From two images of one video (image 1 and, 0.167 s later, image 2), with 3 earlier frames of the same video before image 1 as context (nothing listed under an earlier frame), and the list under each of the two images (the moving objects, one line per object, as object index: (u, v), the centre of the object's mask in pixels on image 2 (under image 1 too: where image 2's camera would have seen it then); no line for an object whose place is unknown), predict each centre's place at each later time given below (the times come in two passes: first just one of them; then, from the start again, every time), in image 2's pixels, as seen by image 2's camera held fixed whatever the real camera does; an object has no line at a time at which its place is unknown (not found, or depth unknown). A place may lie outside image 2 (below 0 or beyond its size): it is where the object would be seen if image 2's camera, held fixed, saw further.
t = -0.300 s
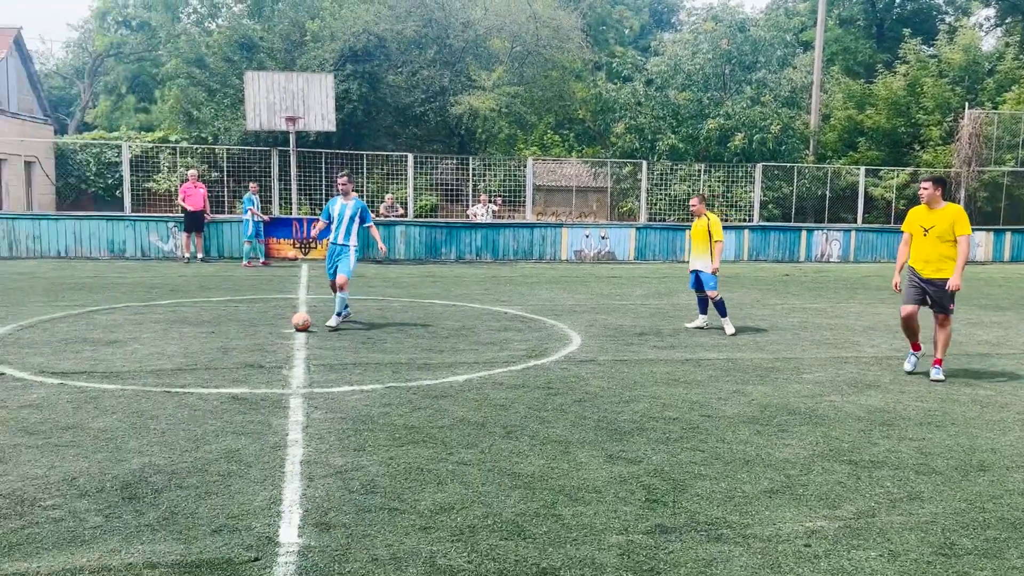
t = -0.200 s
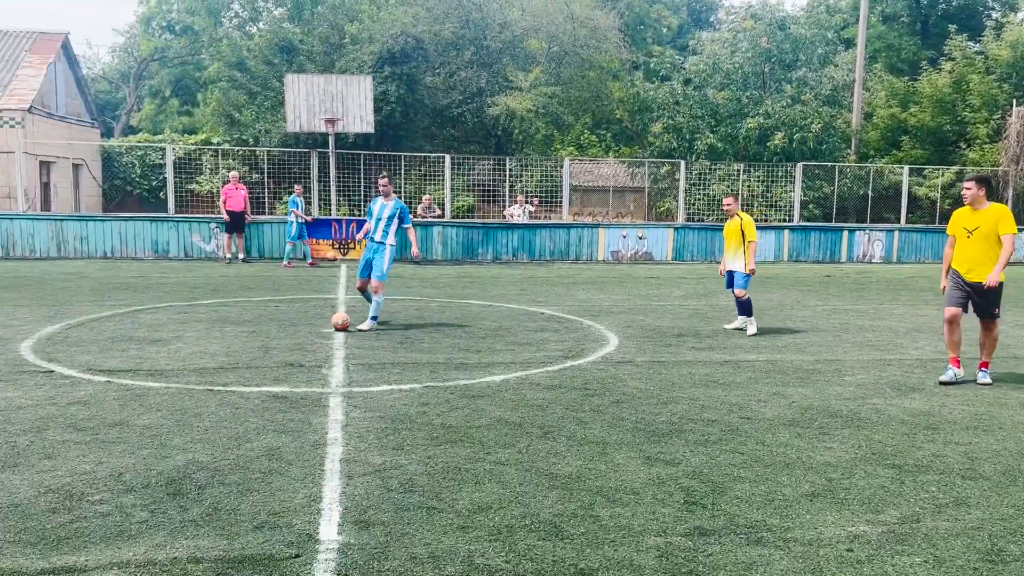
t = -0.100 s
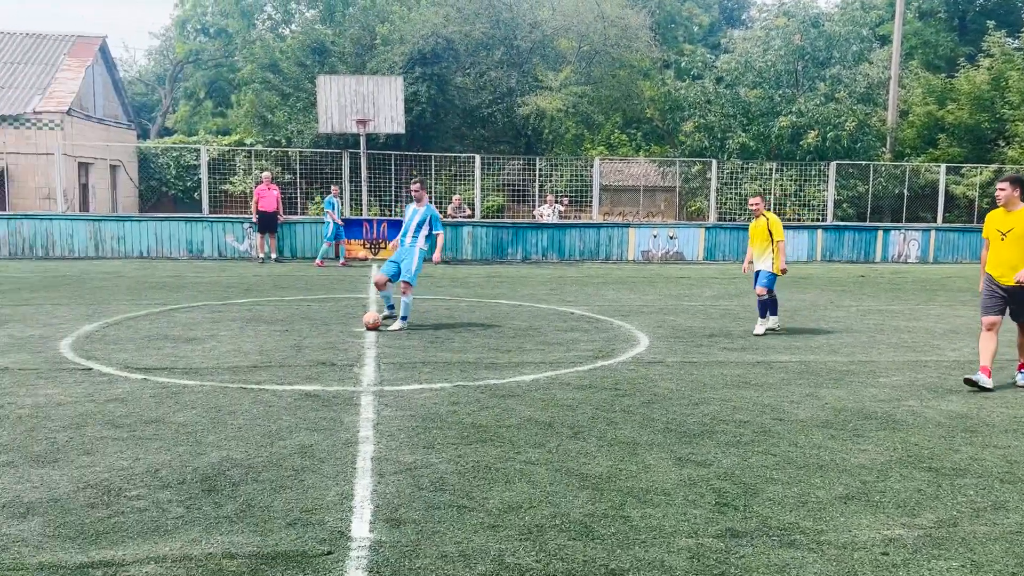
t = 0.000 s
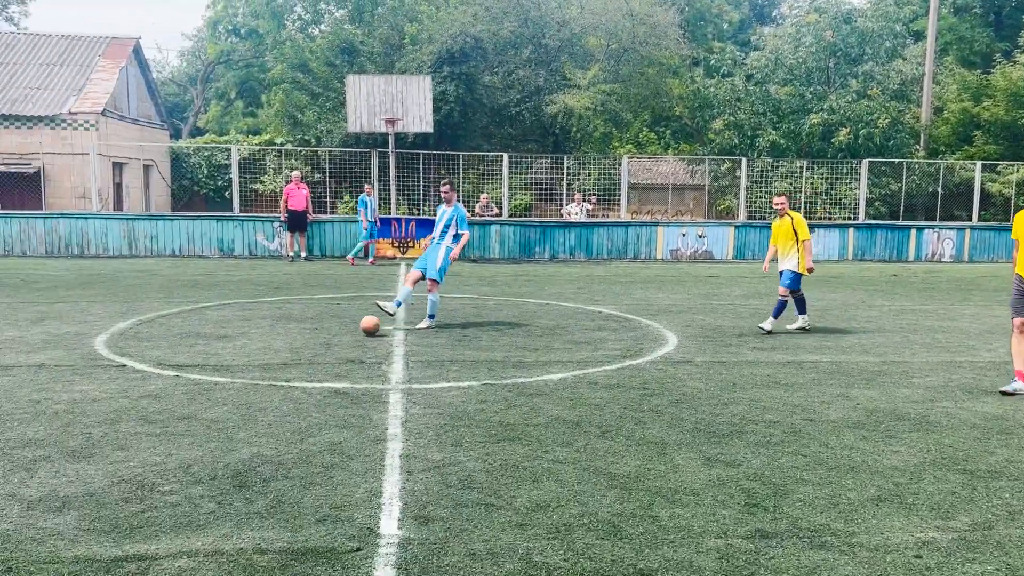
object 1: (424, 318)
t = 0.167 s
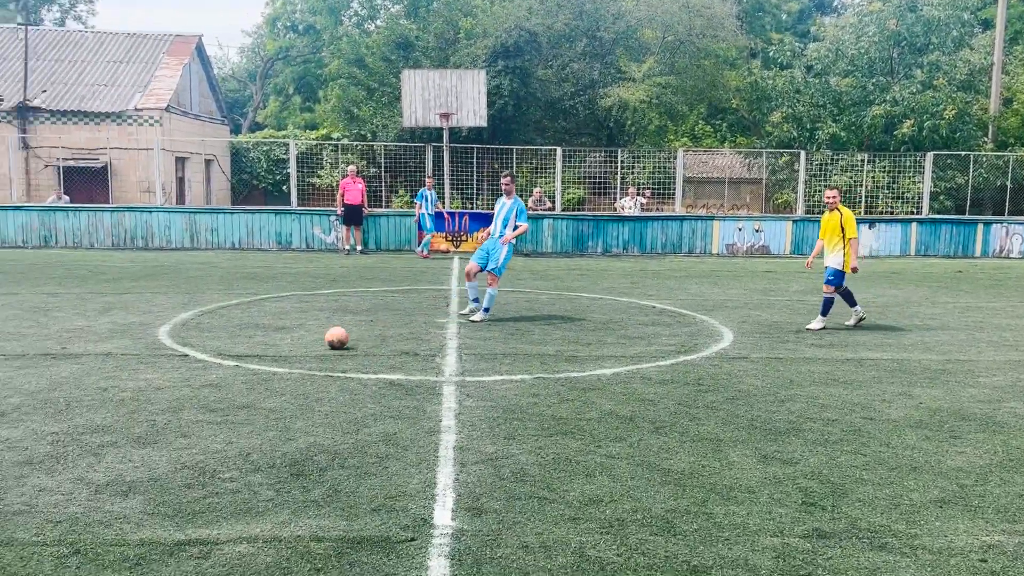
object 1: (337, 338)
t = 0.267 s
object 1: (279, 352)
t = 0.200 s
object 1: (318, 341)
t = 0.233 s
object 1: (299, 346)
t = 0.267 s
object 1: (279, 352)
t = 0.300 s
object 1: (260, 353)
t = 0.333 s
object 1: (241, 353)
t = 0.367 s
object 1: (221, 356)
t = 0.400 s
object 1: (199, 360)
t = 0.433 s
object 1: (177, 366)
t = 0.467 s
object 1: (153, 375)
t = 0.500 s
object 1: (128, 385)
